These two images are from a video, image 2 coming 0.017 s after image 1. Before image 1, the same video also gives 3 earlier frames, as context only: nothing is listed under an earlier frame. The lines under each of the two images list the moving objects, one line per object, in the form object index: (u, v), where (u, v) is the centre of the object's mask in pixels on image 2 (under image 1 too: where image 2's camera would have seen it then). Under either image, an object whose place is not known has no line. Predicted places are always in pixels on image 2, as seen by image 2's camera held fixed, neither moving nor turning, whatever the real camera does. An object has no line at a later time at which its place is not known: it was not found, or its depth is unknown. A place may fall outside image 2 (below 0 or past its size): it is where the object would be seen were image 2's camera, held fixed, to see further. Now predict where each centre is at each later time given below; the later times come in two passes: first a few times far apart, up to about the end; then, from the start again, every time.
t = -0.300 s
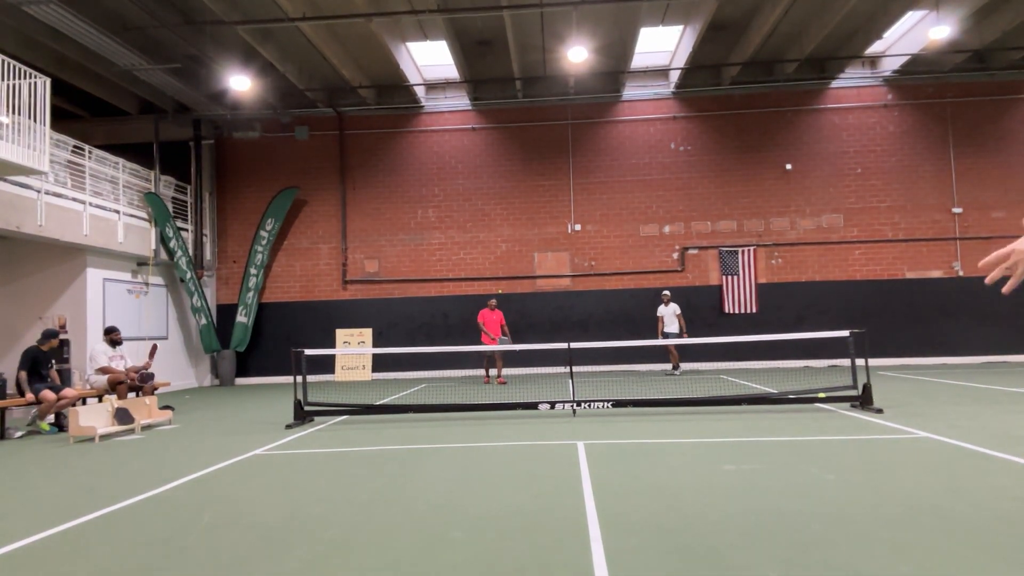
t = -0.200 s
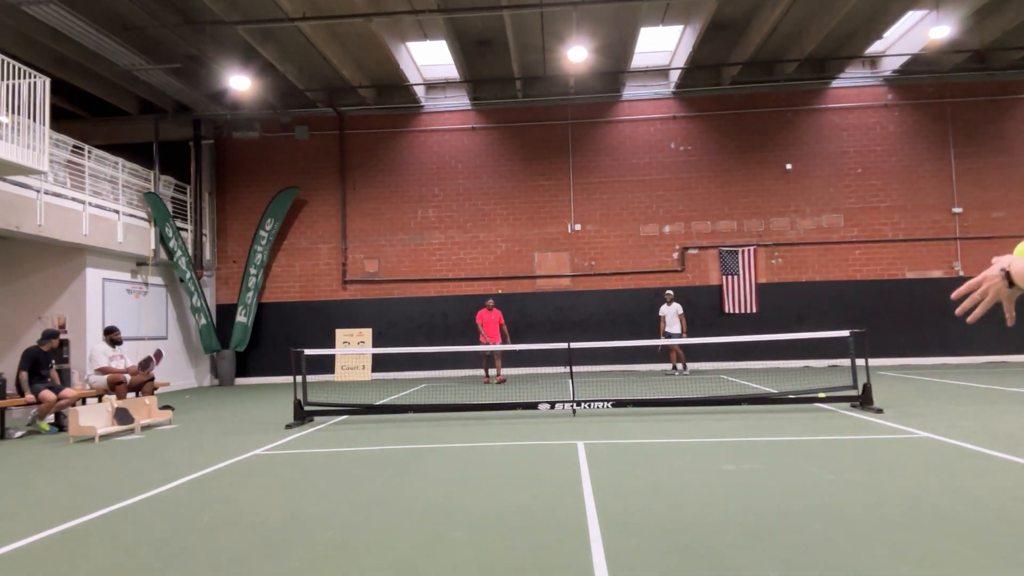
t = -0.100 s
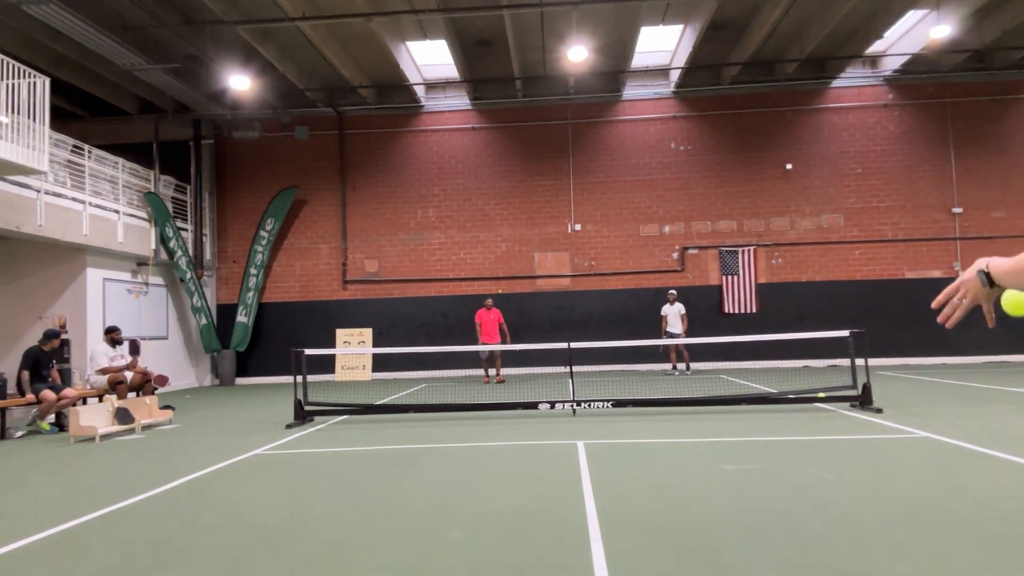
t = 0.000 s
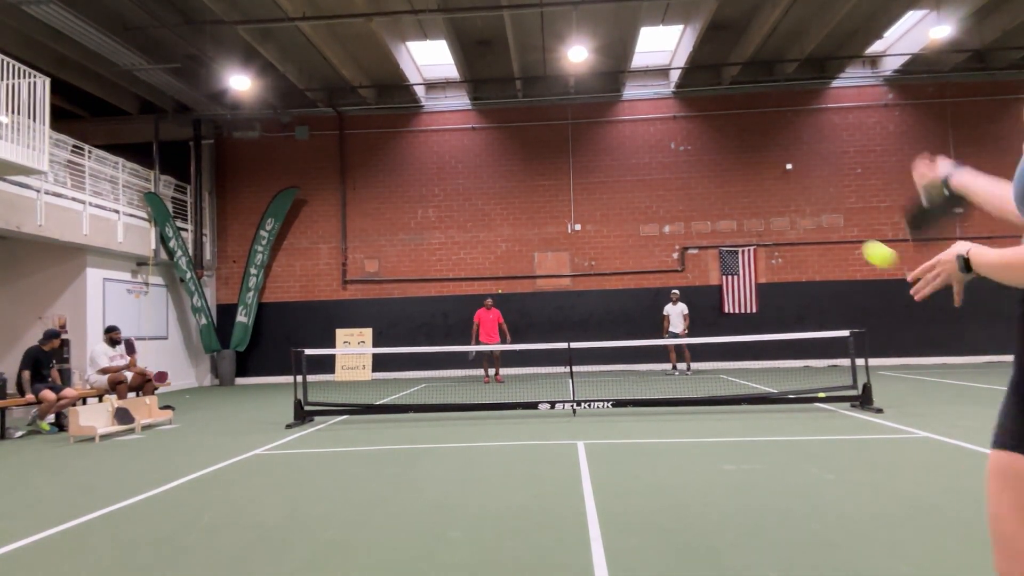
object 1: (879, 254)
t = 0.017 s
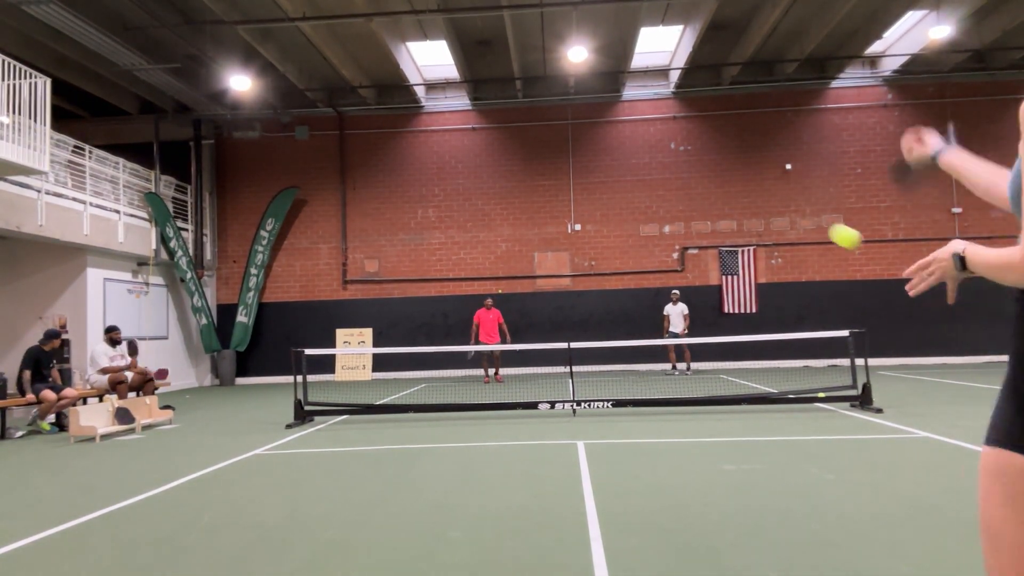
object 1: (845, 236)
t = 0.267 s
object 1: (625, 168)
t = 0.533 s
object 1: (556, 216)
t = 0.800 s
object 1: (528, 294)
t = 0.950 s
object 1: (519, 342)
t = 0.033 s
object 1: (816, 221)
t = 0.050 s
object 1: (790, 209)
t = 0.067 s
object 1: (768, 199)
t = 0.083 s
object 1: (749, 191)
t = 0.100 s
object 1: (731, 184)
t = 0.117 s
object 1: (715, 179)
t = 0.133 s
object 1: (701, 175)
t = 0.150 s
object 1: (689, 172)
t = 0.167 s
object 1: (677, 169)
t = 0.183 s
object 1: (666, 168)
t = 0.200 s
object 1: (657, 167)
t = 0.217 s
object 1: (647, 166)
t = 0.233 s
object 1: (642, 166)
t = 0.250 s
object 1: (633, 167)
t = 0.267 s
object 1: (625, 168)
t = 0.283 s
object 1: (619, 169)
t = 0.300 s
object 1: (612, 171)
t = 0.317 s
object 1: (606, 172)
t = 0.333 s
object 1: (601, 175)
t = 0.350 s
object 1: (596, 177)
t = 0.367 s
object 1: (591, 180)
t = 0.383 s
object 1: (587, 183)
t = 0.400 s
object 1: (582, 186)
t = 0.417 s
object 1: (579, 189)
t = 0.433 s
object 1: (575, 193)
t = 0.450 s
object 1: (571, 196)
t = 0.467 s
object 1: (568, 200)
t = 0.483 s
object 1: (565, 203)
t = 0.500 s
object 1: (562, 208)
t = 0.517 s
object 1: (559, 212)
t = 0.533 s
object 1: (556, 216)
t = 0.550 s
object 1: (554, 220)
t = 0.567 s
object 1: (552, 225)
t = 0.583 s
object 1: (550, 229)
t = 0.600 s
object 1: (547, 233)
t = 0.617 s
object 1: (545, 238)
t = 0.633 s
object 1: (543, 243)
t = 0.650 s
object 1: (541, 248)
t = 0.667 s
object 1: (539, 252)
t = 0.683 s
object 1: (538, 257)
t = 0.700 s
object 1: (536, 262)
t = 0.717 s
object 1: (535, 267)
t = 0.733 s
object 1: (533, 273)
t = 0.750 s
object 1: (532, 277)
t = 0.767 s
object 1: (531, 283)
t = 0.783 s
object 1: (529, 288)
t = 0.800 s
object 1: (528, 294)
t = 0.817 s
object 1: (527, 299)
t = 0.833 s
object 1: (526, 304)
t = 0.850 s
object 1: (525, 310)
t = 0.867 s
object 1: (524, 316)
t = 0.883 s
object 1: (523, 321)
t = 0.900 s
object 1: (522, 327)
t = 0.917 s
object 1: (521, 332)
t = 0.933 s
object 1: (520, 338)
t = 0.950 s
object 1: (519, 342)
